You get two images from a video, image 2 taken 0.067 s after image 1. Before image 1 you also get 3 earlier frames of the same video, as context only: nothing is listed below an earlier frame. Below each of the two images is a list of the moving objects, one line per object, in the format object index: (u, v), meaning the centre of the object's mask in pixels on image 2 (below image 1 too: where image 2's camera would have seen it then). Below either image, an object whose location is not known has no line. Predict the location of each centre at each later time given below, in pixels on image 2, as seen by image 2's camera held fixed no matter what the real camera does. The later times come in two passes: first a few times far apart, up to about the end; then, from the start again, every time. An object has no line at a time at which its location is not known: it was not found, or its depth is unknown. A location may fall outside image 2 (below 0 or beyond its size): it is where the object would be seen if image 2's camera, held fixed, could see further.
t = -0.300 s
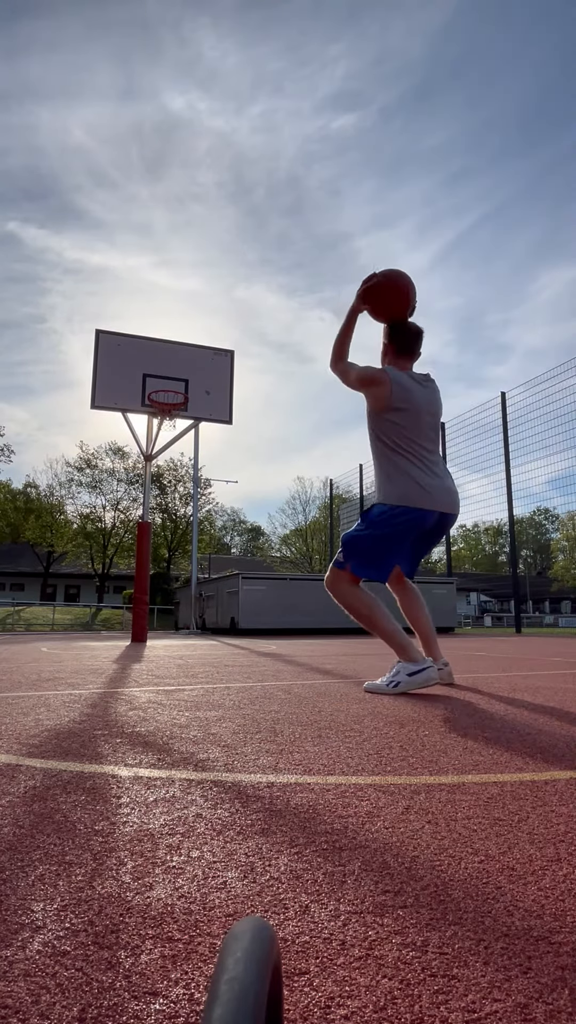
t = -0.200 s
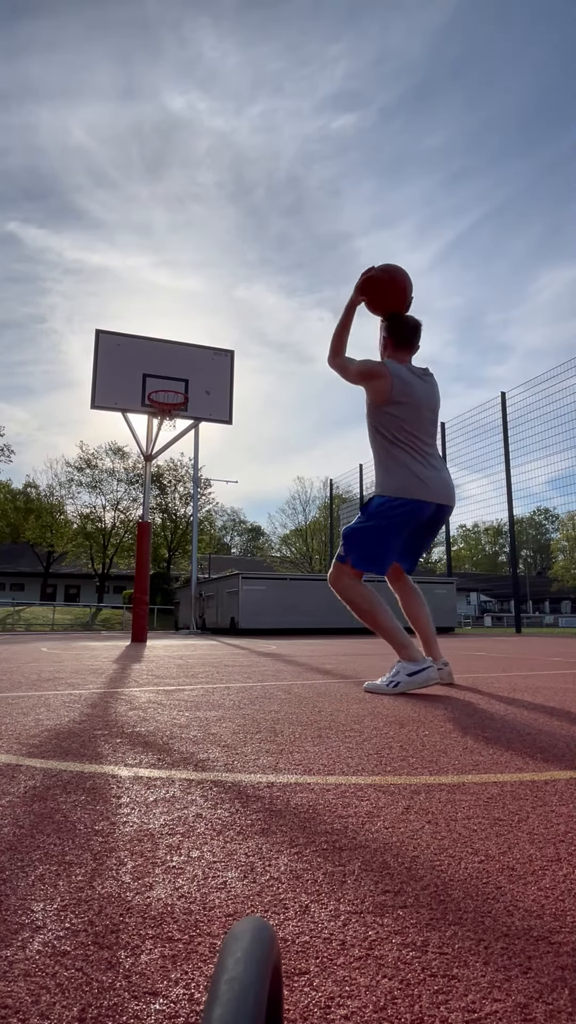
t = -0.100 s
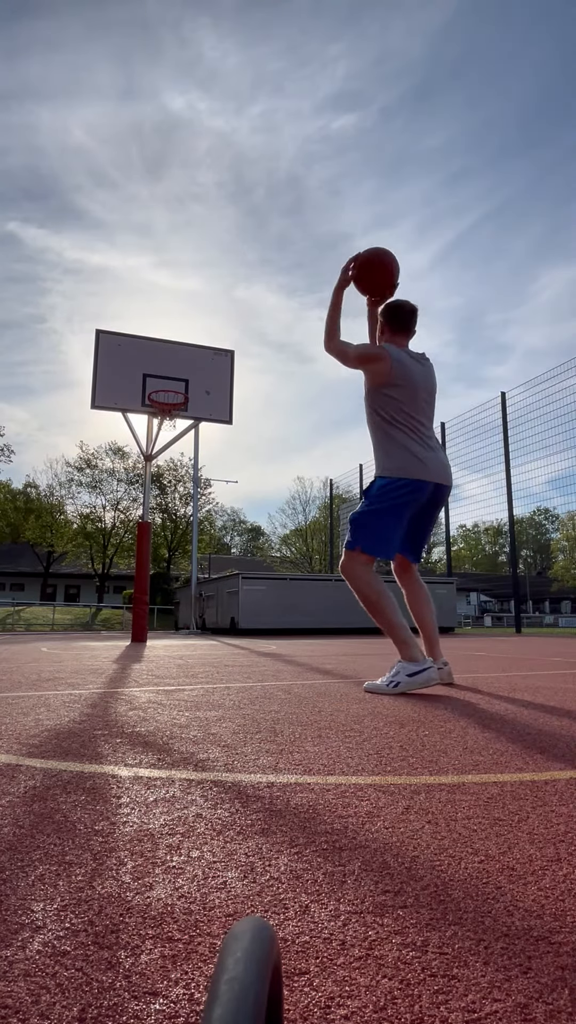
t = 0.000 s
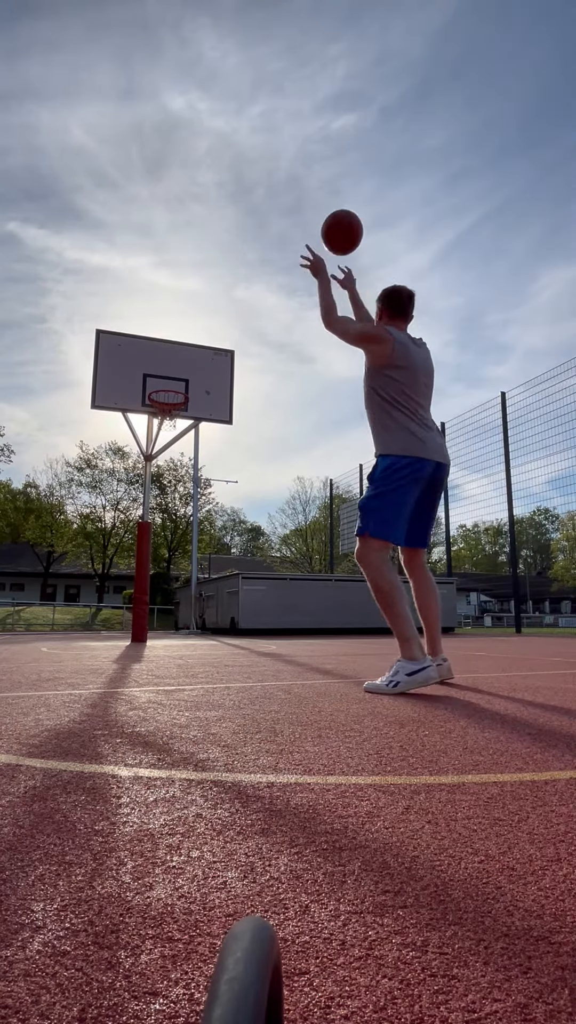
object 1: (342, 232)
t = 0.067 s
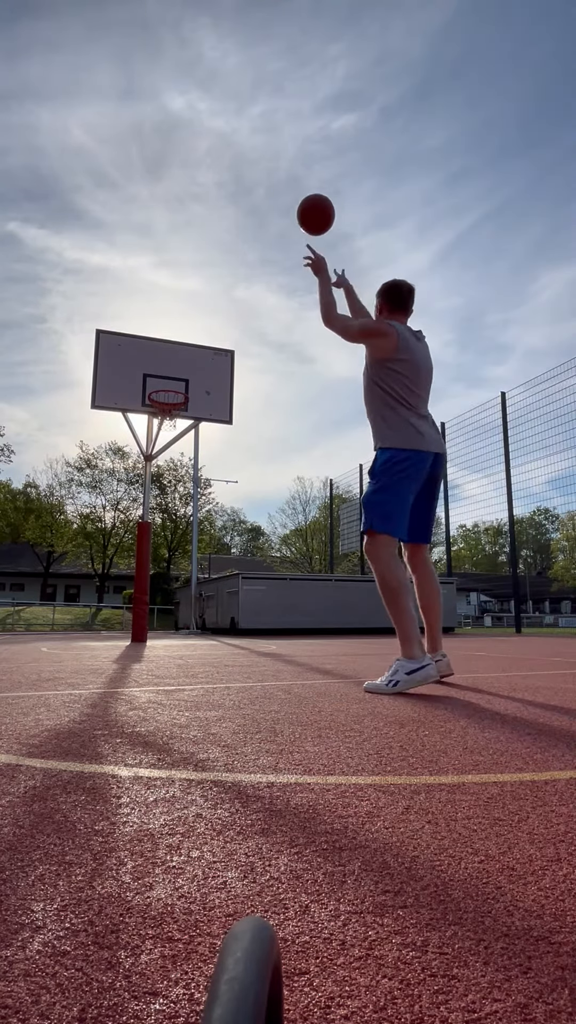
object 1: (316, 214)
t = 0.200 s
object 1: (276, 203)
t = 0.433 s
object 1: (228, 230)
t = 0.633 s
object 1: (197, 281)
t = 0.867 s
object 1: (169, 364)
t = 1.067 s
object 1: (173, 429)
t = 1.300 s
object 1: (196, 499)
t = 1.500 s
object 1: (214, 597)
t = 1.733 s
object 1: (236, 572)
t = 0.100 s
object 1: (304, 209)
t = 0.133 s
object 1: (294, 205)
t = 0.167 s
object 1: (284, 204)
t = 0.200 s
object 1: (276, 203)
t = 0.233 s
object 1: (268, 204)
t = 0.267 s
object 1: (260, 206)
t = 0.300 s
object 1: (253, 209)
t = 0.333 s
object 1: (246, 213)
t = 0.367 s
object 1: (240, 218)
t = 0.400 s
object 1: (234, 223)
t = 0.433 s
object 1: (228, 230)
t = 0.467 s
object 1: (222, 237)
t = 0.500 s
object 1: (217, 245)
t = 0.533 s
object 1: (212, 253)
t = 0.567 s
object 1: (207, 262)
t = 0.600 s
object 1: (202, 271)
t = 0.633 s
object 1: (197, 281)
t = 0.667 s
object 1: (193, 292)
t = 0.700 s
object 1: (189, 303)
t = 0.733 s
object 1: (185, 314)
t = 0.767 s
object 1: (181, 326)
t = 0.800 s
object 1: (177, 338)
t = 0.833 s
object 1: (173, 351)
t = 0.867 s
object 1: (169, 364)
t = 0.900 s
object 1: (165, 377)
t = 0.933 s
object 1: (162, 391)
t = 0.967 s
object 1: (162, 403)
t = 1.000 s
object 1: (165, 416)
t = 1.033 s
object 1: (169, 422)
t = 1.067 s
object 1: (173, 429)
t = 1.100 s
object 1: (176, 436)
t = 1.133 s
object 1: (180, 445)
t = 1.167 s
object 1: (183, 454)
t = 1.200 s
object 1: (186, 464)
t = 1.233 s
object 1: (190, 475)
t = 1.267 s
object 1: (193, 486)
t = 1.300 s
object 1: (196, 499)
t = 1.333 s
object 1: (199, 513)
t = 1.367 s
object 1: (202, 528)
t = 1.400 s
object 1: (205, 544)
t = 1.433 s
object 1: (208, 560)
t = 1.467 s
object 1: (211, 578)
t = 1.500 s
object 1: (214, 597)
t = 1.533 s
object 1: (217, 616)
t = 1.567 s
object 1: (220, 637)
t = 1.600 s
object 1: (223, 626)
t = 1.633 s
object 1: (226, 611)
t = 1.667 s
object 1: (229, 597)
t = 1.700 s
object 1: (232, 584)
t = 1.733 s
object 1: (236, 572)
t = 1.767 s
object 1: (238, 562)
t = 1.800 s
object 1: (241, 552)
